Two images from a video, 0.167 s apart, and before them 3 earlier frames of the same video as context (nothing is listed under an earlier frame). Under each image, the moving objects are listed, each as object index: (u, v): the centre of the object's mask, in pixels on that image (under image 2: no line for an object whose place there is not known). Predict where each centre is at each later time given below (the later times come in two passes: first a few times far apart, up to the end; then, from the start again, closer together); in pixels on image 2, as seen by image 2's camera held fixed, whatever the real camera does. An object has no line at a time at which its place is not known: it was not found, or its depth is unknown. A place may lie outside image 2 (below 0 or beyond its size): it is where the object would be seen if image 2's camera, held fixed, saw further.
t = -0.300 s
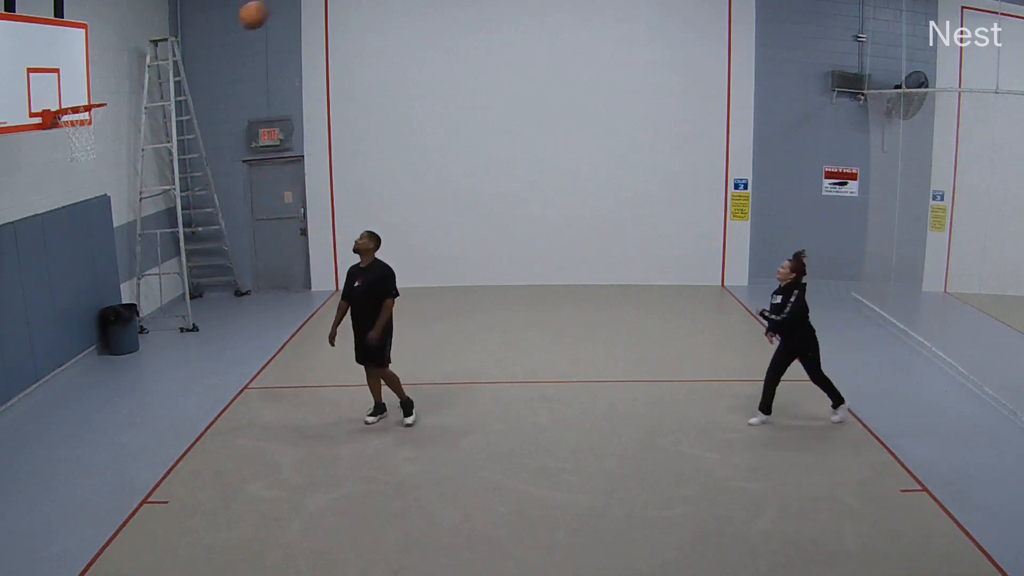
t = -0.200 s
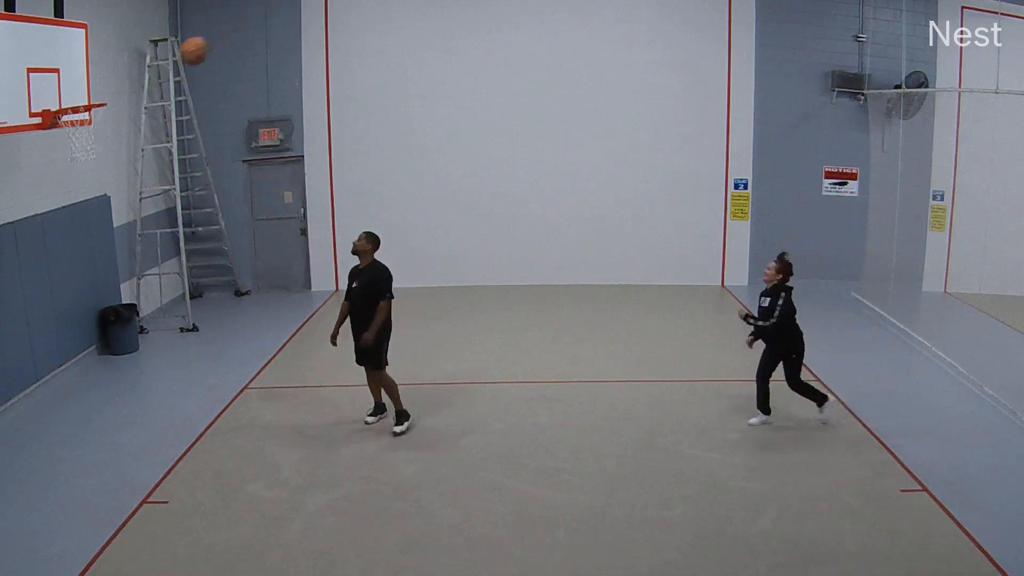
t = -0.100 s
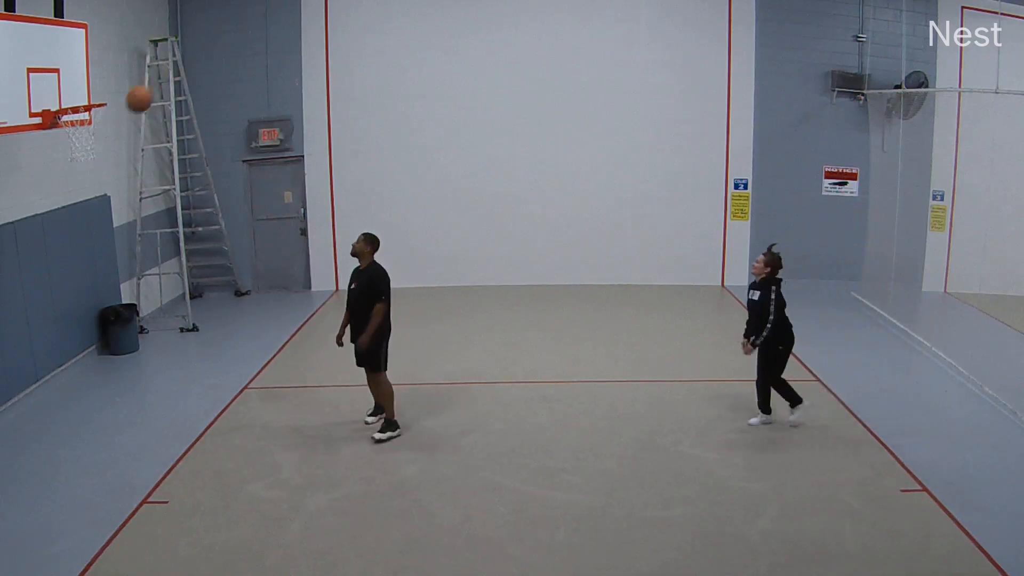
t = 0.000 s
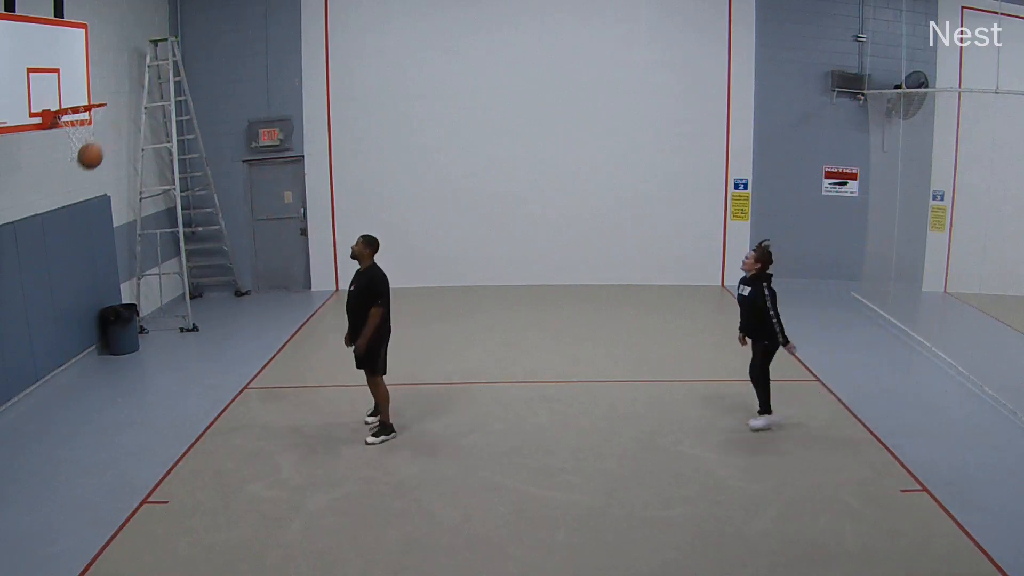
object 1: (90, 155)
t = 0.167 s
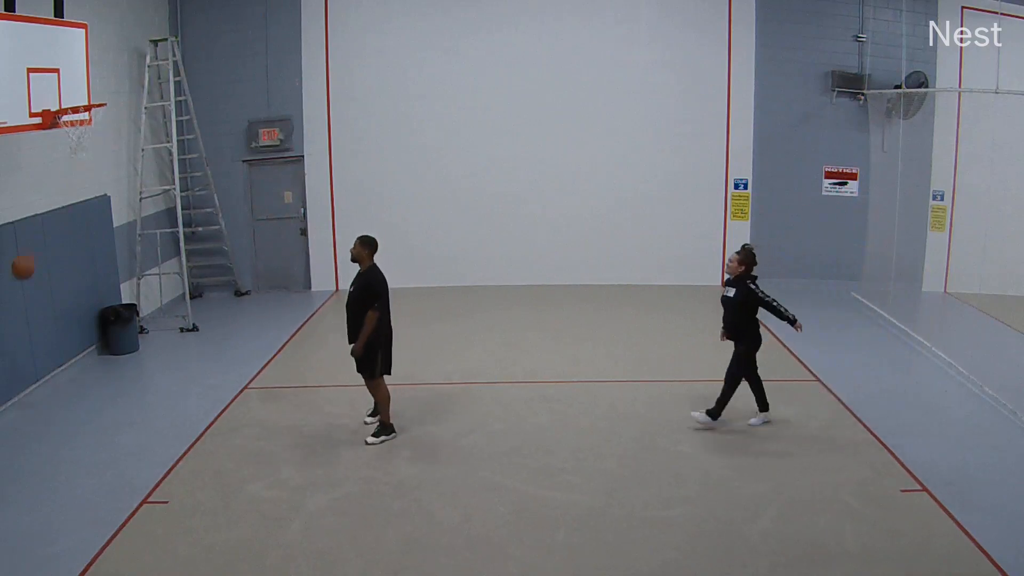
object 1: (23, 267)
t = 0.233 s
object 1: (6, 316)
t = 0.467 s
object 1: (21, 404)
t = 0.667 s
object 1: (65, 342)
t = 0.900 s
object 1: (135, 316)
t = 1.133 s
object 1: (220, 349)
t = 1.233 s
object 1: (260, 383)
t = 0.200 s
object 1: (12, 292)
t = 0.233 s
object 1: (6, 316)
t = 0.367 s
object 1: (4, 401)
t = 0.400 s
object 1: (8, 419)
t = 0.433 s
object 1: (14, 418)
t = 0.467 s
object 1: (21, 404)
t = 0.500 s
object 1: (27, 393)
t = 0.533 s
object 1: (34, 381)
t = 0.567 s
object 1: (41, 370)
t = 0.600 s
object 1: (49, 360)
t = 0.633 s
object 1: (57, 350)
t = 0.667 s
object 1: (65, 342)
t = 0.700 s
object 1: (75, 336)
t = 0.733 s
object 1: (85, 329)
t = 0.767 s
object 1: (94, 325)
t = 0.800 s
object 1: (104, 321)
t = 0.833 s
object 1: (114, 318)
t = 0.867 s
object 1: (124, 316)
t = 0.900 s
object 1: (135, 316)
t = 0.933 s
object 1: (148, 317)
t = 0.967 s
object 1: (158, 320)
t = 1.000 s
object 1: (170, 323)
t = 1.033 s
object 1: (182, 328)
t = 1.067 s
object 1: (194, 334)
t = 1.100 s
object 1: (207, 341)
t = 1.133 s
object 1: (220, 349)
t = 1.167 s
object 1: (233, 359)
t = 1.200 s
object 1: (247, 371)
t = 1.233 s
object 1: (260, 383)
